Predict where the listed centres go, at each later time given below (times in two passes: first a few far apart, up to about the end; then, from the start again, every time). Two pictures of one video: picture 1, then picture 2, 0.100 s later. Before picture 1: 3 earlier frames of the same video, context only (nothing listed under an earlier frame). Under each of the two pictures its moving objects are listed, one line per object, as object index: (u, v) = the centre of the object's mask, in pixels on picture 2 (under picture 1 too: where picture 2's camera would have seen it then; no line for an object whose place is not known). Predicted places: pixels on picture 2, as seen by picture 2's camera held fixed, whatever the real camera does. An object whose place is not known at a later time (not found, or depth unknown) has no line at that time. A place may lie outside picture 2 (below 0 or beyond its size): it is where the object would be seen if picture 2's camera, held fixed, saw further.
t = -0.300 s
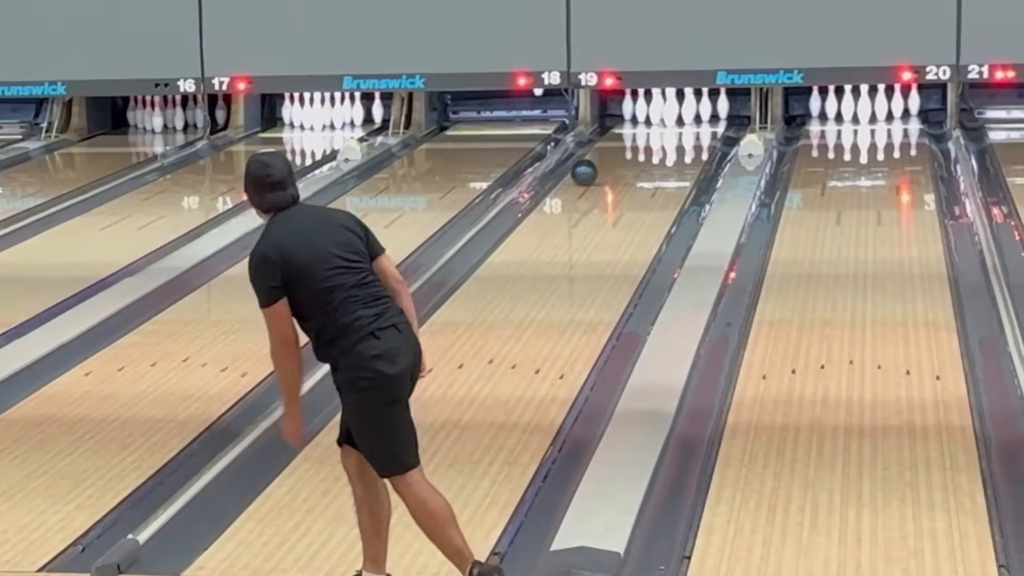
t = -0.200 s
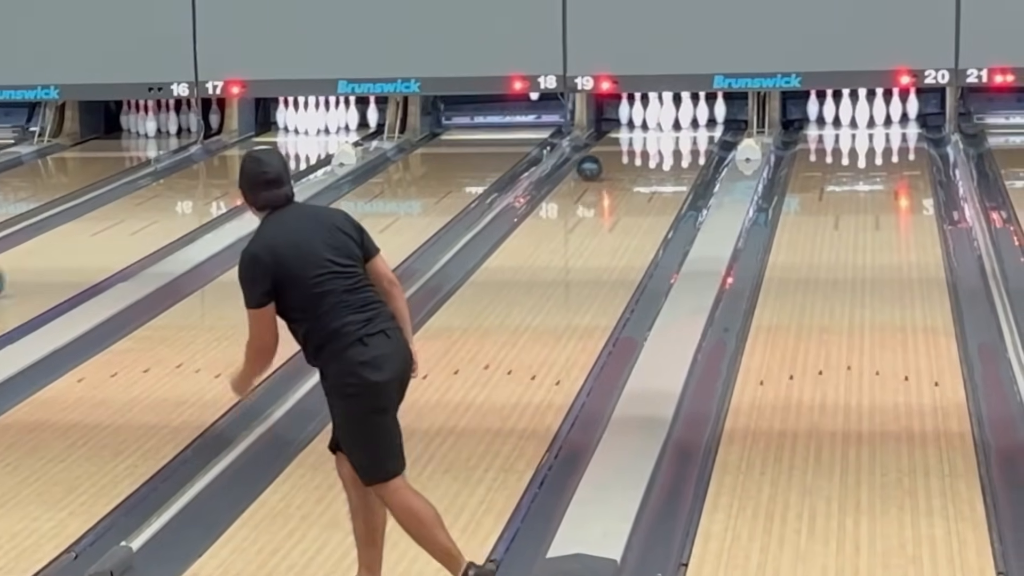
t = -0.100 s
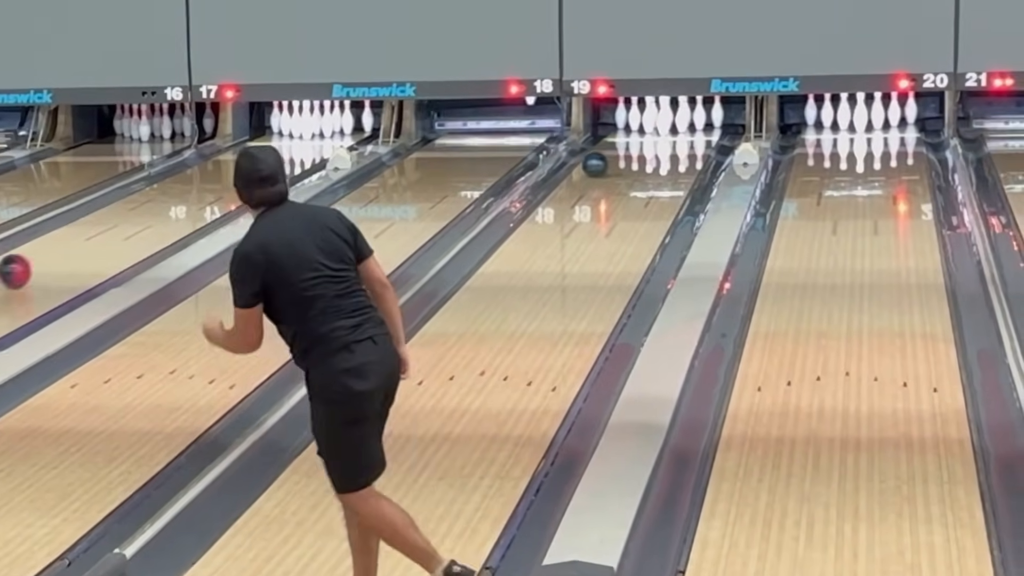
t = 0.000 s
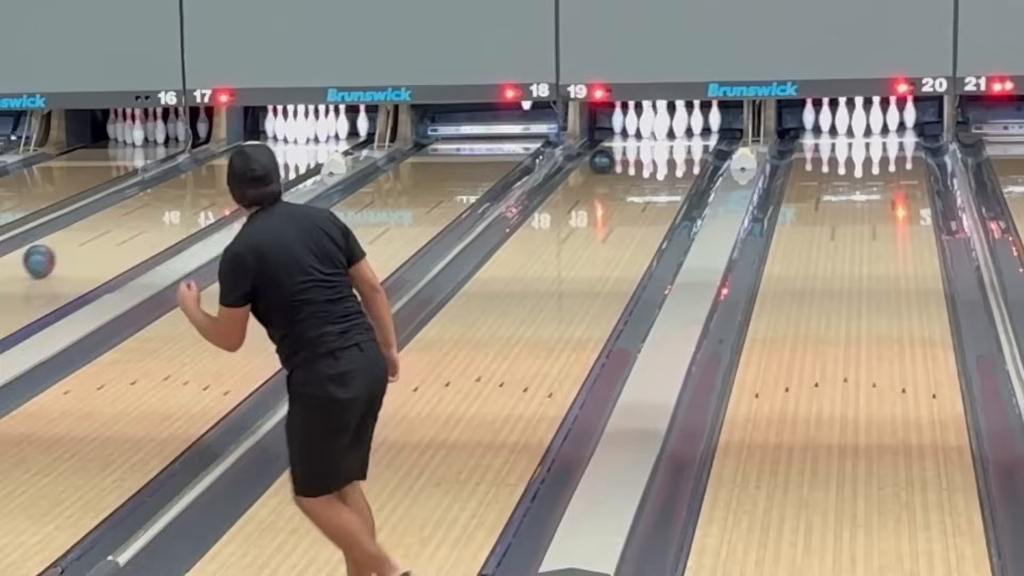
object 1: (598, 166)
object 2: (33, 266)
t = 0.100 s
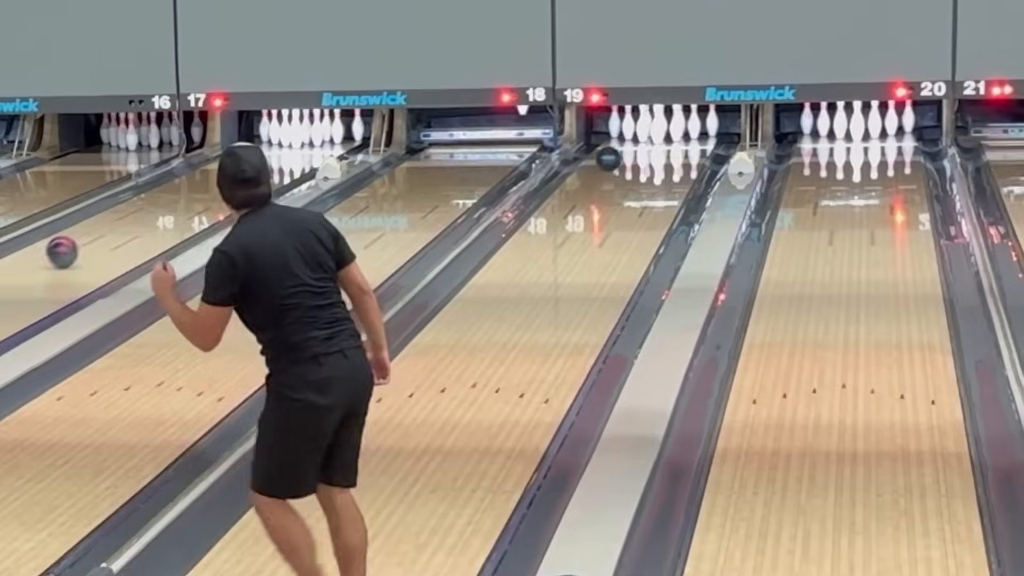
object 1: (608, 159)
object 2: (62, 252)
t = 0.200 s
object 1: (619, 152)
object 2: (88, 239)
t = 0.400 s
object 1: (641, 139)
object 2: (136, 213)
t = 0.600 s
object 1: (660, 129)
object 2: (177, 187)
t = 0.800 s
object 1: (680, 123)
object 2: (206, 173)
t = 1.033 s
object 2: (235, 156)
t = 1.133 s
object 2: (243, 149)
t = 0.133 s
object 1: (612, 157)
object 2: (71, 248)
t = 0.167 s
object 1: (615, 155)
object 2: (80, 243)
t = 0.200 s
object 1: (619, 152)
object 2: (88, 239)
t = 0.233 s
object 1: (622, 150)
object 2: (97, 234)
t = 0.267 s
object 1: (626, 147)
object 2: (105, 230)
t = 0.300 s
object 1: (630, 146)
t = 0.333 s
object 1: (633, 143)
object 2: (121, 222)
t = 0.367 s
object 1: (638, 141)
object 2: (128, 218)
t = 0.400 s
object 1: (641, 139)
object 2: (136, 213)
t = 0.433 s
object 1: (645, 137)
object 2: (142, 210)
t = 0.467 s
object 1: (648, 135)
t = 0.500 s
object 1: (653, 133)
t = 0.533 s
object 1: (655, 131)
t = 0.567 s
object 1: (657, 129)
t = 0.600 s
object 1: (660, 129)
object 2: (177, 187)
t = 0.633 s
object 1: (665, 127)
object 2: (180, 188)
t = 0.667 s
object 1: (669, 126)
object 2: (186, 186)
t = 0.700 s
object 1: (674, 123)
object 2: (192, 182)
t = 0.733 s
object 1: (677, 123)
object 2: (197, 181)
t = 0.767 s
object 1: (679, 123)
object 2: (201, 177)
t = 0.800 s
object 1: (680, 123)
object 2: (206, 173)
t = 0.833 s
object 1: (682, 123)
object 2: (212, 173)
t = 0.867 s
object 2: (217, 168)
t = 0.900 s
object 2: (220, 166)
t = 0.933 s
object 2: (224, 164)
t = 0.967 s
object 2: (228, 162)
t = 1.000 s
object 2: (231, 159)
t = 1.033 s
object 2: (235, 156)
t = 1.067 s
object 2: (237, 153)
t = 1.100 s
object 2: (240, 152)
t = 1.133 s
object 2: (243, 149)
